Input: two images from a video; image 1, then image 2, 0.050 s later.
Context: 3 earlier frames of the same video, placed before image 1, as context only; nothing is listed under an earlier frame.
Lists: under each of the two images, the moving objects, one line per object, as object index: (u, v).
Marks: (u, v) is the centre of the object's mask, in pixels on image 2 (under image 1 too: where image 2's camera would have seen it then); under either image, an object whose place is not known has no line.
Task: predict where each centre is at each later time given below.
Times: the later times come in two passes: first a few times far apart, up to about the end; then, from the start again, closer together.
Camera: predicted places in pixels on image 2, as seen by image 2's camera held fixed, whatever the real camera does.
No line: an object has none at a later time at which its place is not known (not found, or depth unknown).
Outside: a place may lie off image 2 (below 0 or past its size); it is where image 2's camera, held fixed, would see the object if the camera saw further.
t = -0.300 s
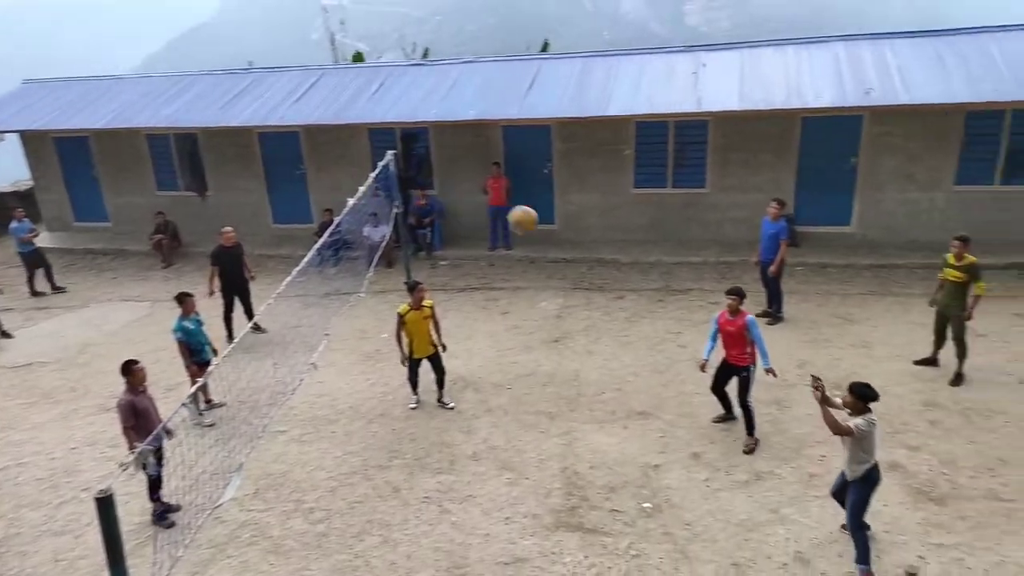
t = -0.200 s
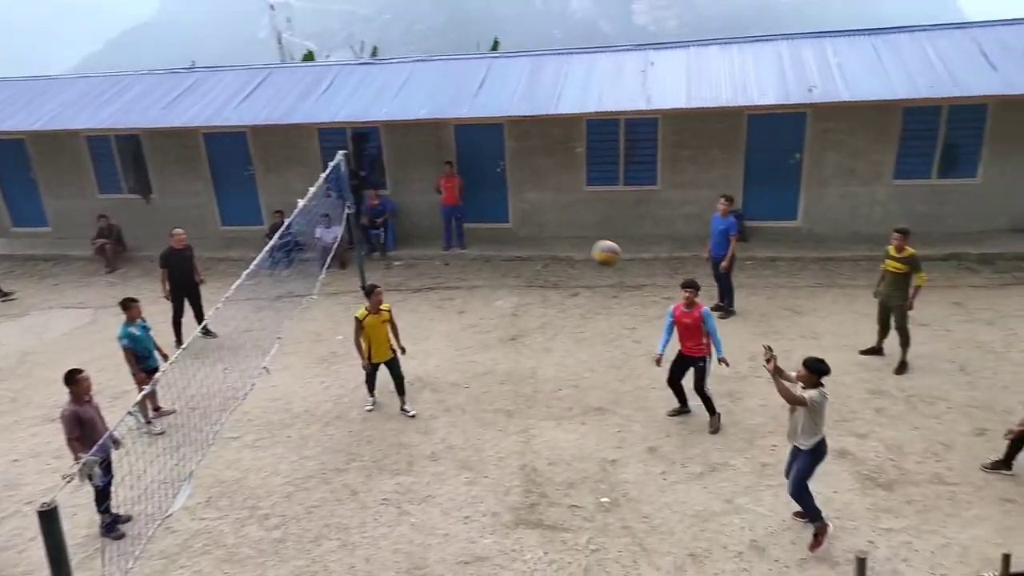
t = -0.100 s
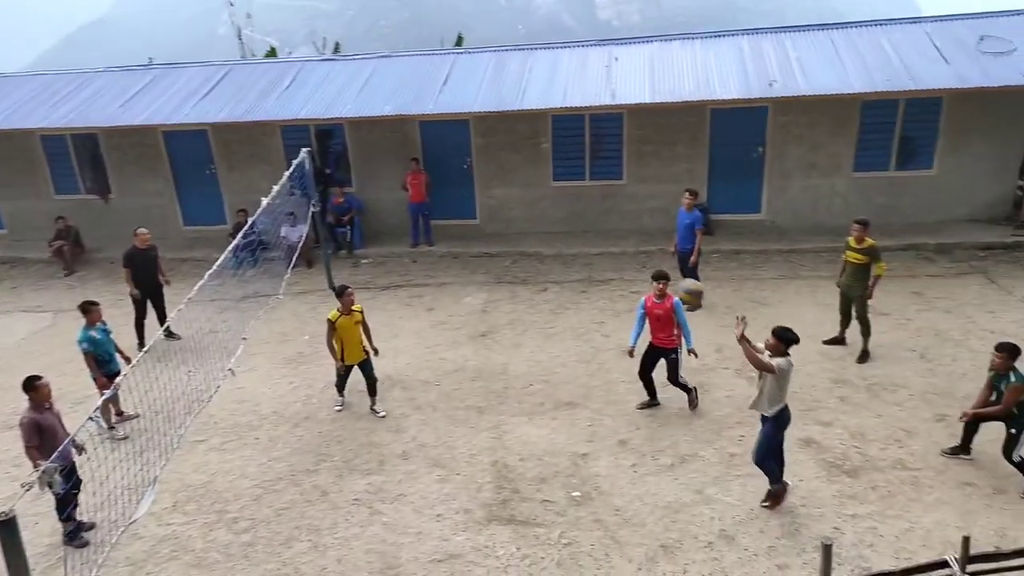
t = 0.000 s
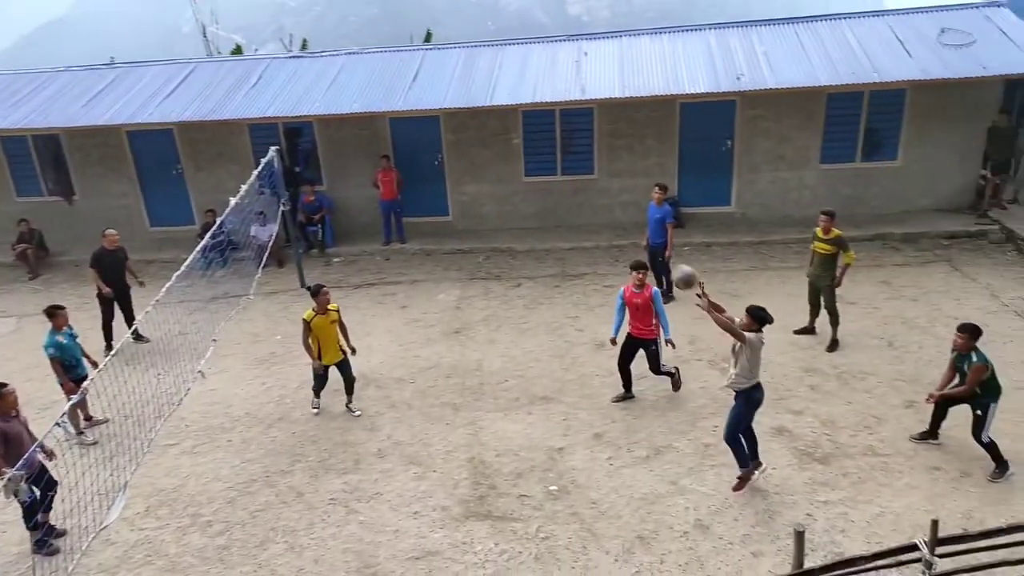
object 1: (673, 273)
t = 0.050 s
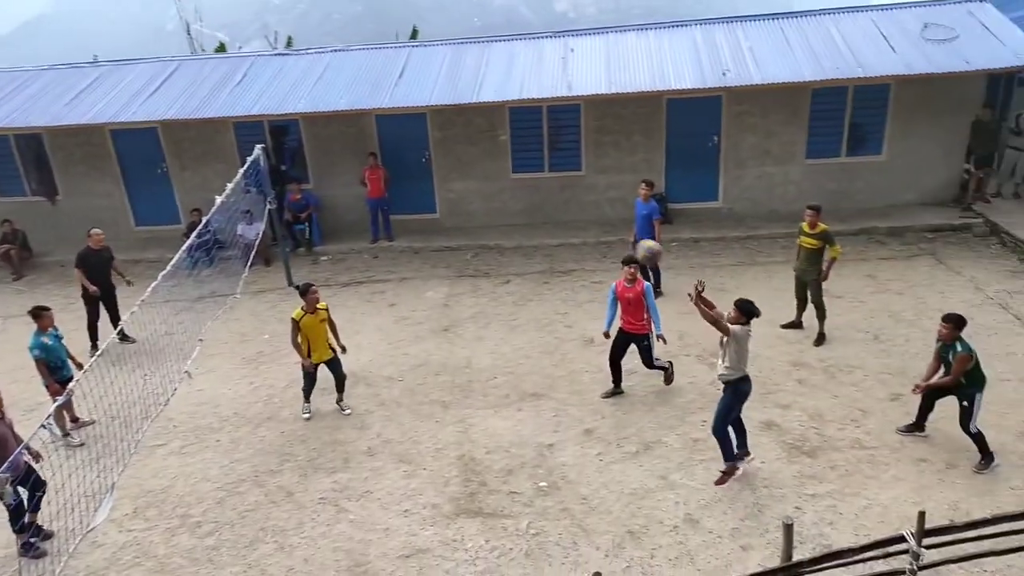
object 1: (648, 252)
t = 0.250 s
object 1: (552, 194)
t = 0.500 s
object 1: (440, 186)
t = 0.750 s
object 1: (345, 243)
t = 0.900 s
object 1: (300, 305)
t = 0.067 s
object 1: (640, 246)
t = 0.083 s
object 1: (633, 240)
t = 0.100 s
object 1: (624, 233)
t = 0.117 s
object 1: (617, 227)
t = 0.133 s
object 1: (608, 222)
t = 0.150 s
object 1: (600, 217)
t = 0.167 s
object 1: (592, 213)
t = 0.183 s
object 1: (584, 208)
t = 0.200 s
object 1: (576, 204)
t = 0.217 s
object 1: (568, 201)
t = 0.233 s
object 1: (560, 197)
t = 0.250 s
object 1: (552, 194)
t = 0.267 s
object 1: (544, 192)
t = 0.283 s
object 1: (536, 189)
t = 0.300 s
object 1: (529, 188)
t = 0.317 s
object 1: (521, 185)
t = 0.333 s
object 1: (513, 182)
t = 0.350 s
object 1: (506, 183)
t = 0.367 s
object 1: (498, 181)
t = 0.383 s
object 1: (490, 181)
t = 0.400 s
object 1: (483, 181)
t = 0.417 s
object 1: (475, 181)
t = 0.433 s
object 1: (468, 181)
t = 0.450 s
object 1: (461, 182)
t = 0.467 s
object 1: (454, 182)
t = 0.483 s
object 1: (447, 183)
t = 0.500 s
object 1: (440, 186)
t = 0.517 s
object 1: (433, 188)
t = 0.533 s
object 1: (426, 190)
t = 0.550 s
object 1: (419, 193)
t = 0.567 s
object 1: (413, 196)
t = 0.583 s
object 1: (406, 199)
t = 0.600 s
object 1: (400, 202)
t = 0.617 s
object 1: (393, 205)
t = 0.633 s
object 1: (386, 209)
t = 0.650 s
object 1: (381, 213)
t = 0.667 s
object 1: (375, 218)
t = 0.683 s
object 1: (368, 222)
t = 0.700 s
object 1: (362, 227)
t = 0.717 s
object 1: (357, 232)
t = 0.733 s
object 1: (351, 237)
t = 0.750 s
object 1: (345, 243)
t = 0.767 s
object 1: (340, 249)
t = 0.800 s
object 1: (329, 261)
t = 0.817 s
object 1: (324, 268)
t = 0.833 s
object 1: (319, 275)
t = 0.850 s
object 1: (314, 282)
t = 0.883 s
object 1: (304, 297)
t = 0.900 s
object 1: (300, 305)
